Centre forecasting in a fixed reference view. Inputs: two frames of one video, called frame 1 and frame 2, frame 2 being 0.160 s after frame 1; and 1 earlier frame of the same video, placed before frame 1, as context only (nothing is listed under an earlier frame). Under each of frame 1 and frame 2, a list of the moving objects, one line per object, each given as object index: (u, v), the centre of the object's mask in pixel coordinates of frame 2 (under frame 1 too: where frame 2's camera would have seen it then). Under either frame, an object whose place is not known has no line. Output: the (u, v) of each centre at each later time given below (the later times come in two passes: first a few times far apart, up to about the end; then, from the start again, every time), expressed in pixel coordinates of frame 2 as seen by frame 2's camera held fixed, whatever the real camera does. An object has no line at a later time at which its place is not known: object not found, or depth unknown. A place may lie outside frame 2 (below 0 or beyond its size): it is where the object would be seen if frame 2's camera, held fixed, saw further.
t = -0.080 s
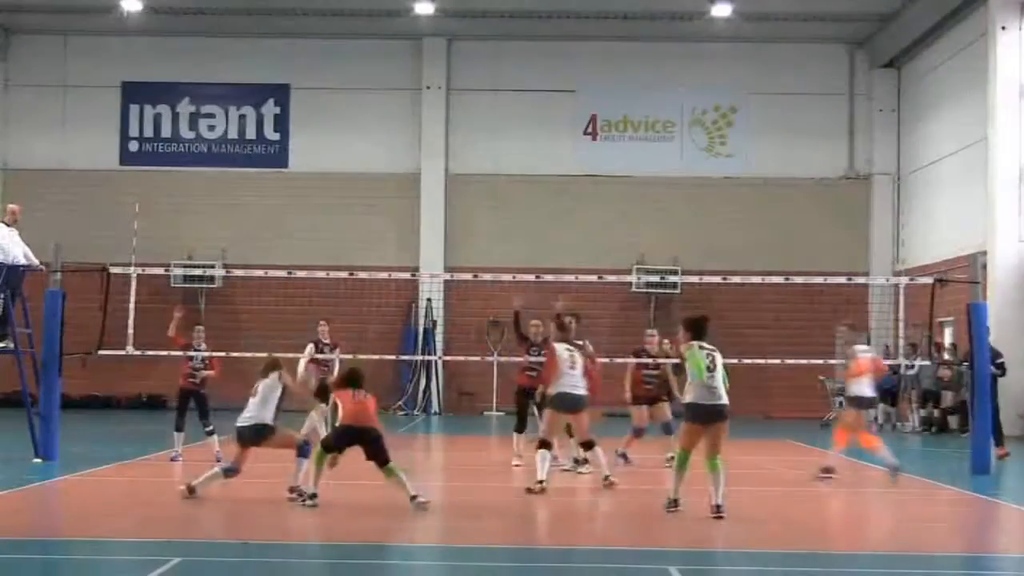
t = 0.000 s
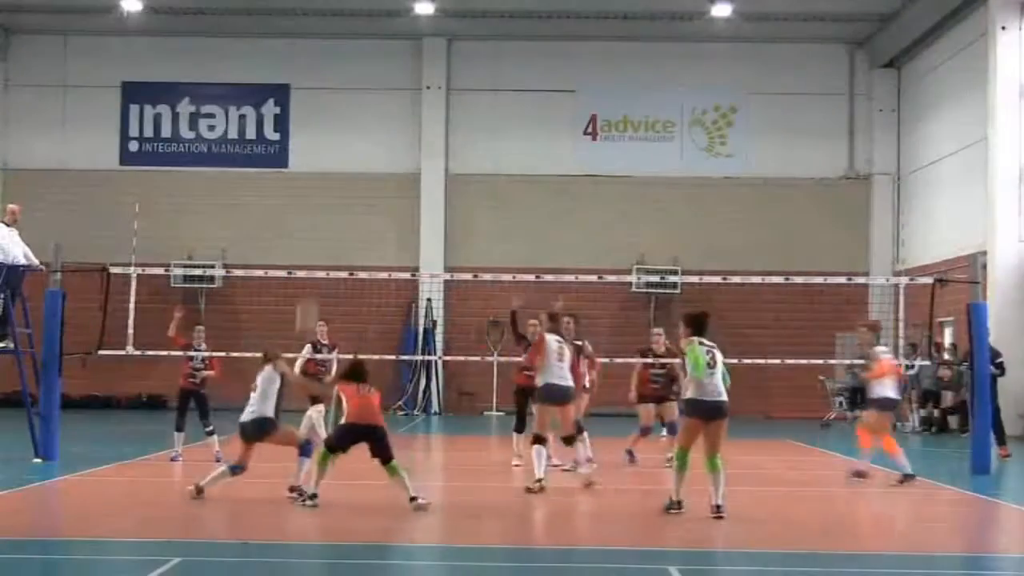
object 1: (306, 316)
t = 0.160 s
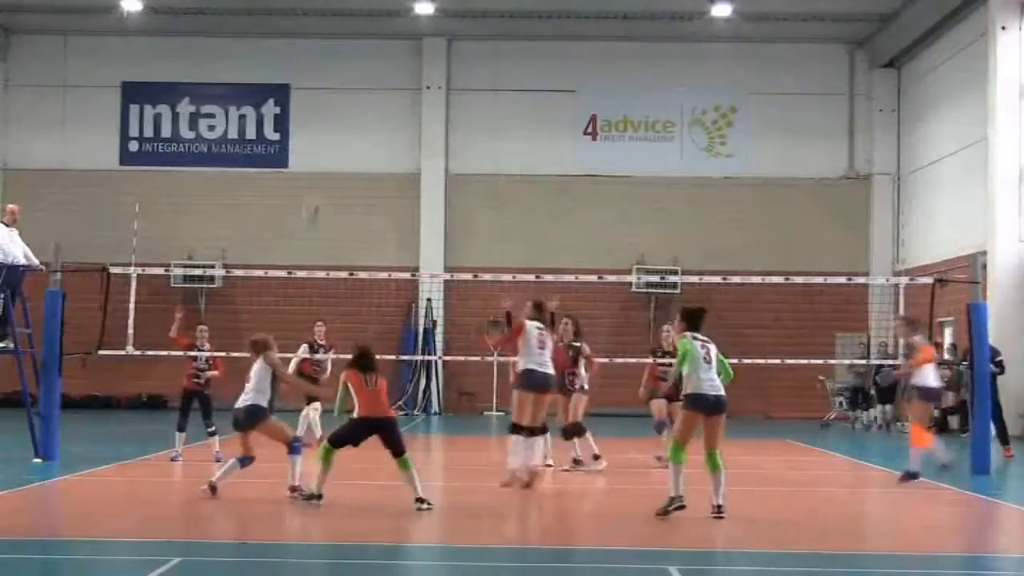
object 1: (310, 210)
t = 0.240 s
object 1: (317, 174)
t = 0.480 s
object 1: (323, 92)
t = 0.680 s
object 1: (331, 73)
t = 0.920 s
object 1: (335, 102)
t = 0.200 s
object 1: (317, 192)
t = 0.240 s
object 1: (317, 174)
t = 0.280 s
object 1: (318, 155)
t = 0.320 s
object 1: (319, 140)
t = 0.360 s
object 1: (320, 124)
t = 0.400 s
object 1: (321, 113)
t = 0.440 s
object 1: (321, 102)
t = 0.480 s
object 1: (323, 92)
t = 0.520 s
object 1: (326, 84)
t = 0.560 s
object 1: (328, 79)
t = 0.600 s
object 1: (329, 75)
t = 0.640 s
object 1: (328, 73)
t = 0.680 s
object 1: (331, 73)
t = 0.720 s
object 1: (331, 75)
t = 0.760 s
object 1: (332, 76)
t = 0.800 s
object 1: (333, 79)
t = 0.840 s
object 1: (333, 86)
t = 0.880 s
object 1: (334, 92)
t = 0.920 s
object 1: (335, 102)
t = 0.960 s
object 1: (334, 112)
